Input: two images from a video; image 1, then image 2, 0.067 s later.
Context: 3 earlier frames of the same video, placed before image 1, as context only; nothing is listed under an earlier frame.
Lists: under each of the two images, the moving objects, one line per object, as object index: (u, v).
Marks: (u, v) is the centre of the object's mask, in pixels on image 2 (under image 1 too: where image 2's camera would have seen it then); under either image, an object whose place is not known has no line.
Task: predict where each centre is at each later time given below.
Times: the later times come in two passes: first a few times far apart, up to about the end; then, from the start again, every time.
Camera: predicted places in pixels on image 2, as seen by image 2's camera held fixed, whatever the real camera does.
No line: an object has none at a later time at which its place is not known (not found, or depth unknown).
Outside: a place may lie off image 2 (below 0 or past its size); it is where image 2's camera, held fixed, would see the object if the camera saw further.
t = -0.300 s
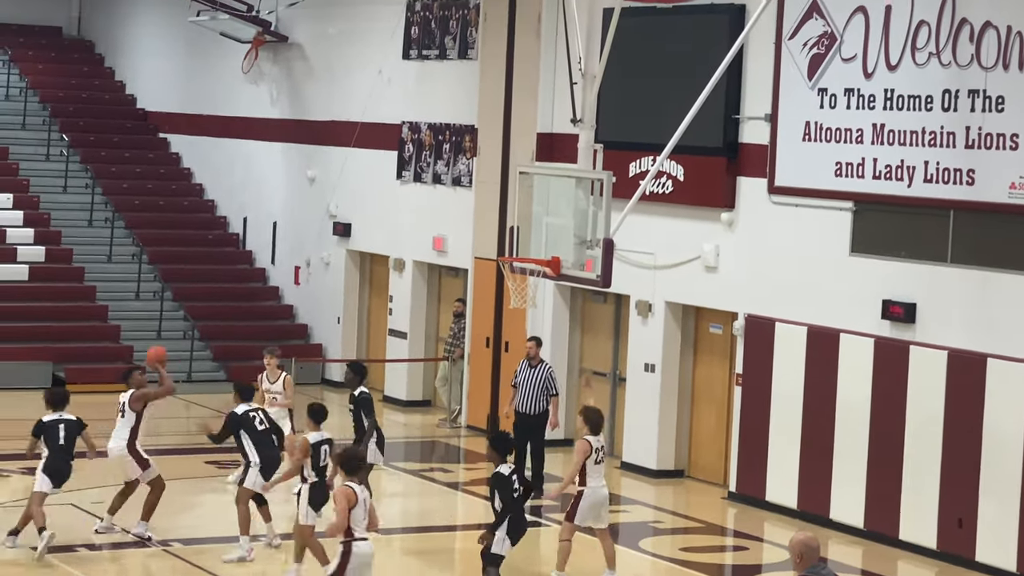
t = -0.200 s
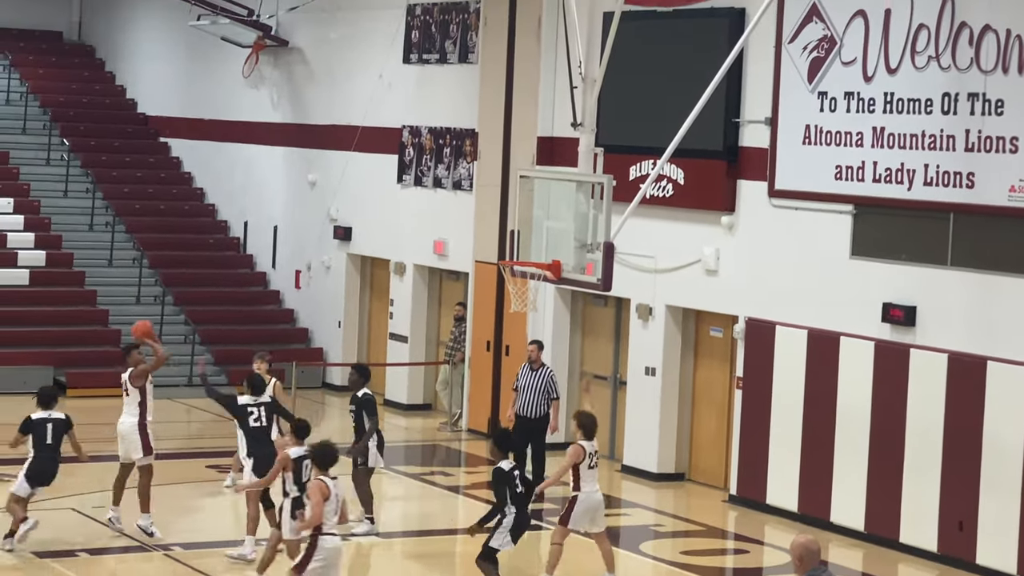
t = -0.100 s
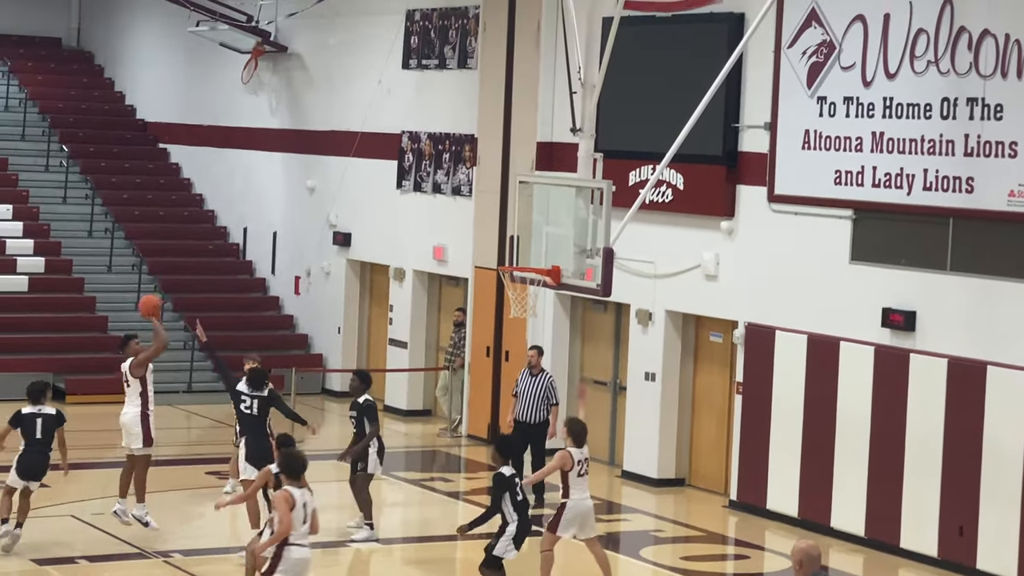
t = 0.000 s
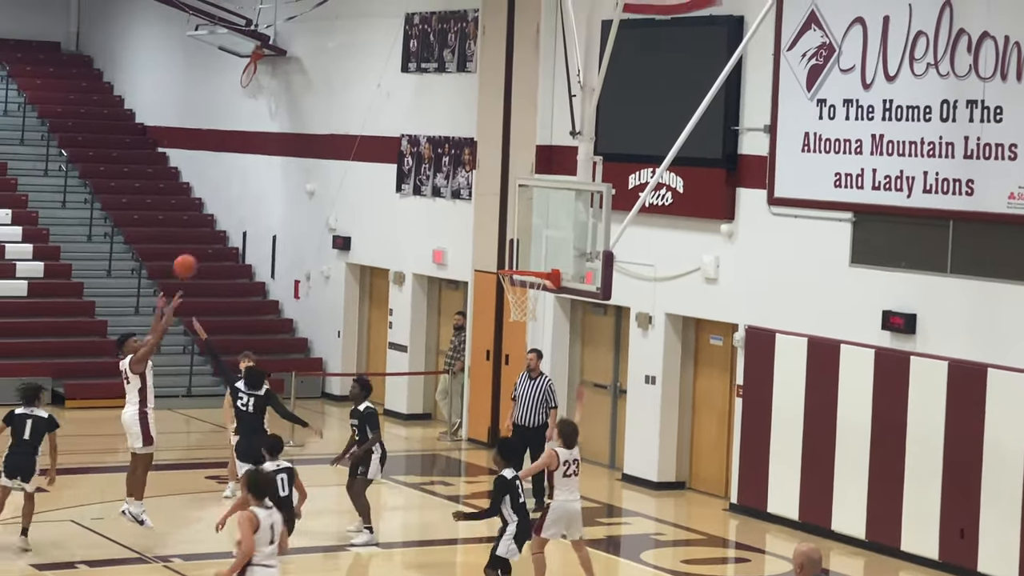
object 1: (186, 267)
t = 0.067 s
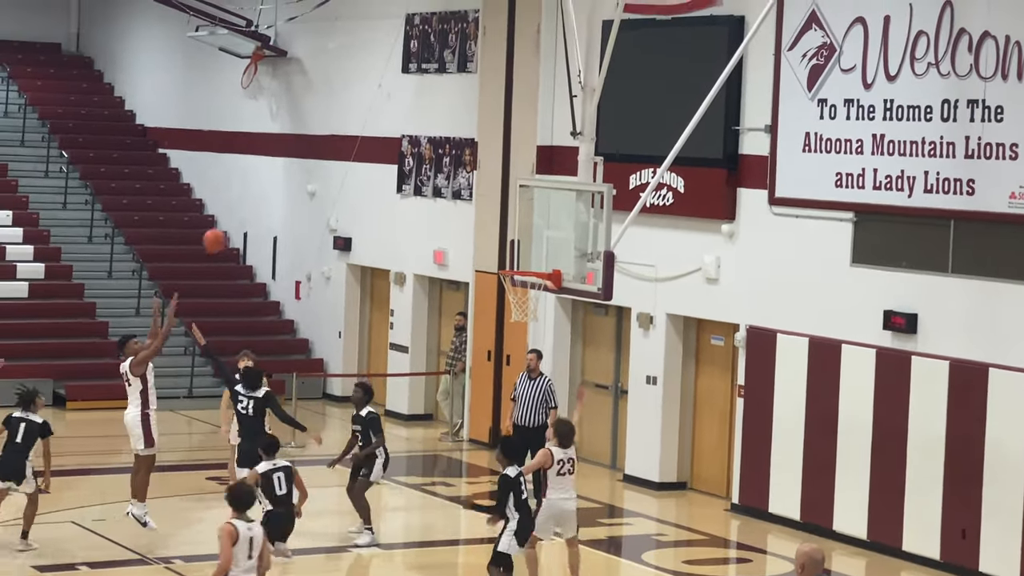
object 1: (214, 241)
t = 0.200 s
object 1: (271, 199)
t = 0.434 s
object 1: (370, 168)
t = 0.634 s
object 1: (453, 185)
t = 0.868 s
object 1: (549, 253)
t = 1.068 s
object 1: (558, 233)
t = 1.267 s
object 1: (564, 230)
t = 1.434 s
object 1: (567, 259)
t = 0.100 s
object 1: (228, 229)
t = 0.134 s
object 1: (243, 218)
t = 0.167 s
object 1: (257, 208)
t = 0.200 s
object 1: (271, 199)
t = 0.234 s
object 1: (286, 191)
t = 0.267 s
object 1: (300, 185)
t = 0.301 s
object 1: (314, 179)
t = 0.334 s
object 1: (328, 175)
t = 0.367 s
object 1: (342, 172)
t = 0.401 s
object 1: (356, 169)
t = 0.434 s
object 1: (370, 168)
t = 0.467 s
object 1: (384, 168)
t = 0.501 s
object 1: (398, 170)
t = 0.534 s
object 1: (411, 172)
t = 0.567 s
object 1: (426, 175)
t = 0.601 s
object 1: (440, 179)
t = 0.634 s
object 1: (453, 185)
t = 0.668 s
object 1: (468, 191)
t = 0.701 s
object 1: (481, 199)
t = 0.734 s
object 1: (494, 208)
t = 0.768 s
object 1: (508, 217)
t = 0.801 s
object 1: (521, 228)
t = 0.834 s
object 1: (535, 240)
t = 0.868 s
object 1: (549, 253)
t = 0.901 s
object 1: (552, 264)
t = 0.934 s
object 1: (553, 257)
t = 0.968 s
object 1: (554, 249)
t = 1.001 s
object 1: (555, 243)
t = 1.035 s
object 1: (557, 238)
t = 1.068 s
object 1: (558, 233)
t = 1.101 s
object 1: (559, 230)
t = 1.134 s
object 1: (560, 228)
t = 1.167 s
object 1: (561, 227)
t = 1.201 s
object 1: (562, 227)
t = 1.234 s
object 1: (563, 228)
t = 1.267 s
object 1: (564, 230)
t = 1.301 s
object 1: (565, 233)
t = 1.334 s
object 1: (565, 238)
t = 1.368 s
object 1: (566, 244)
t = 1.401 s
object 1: (567, 251)
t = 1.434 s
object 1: (567, 259)
